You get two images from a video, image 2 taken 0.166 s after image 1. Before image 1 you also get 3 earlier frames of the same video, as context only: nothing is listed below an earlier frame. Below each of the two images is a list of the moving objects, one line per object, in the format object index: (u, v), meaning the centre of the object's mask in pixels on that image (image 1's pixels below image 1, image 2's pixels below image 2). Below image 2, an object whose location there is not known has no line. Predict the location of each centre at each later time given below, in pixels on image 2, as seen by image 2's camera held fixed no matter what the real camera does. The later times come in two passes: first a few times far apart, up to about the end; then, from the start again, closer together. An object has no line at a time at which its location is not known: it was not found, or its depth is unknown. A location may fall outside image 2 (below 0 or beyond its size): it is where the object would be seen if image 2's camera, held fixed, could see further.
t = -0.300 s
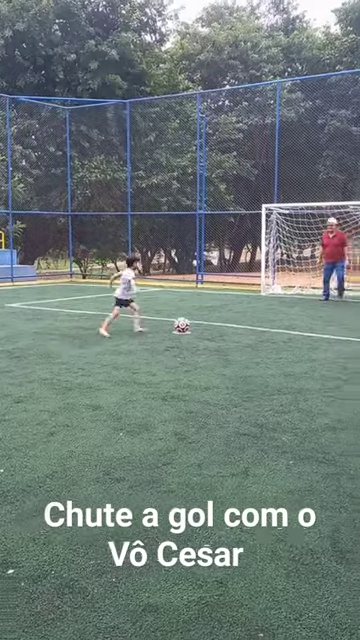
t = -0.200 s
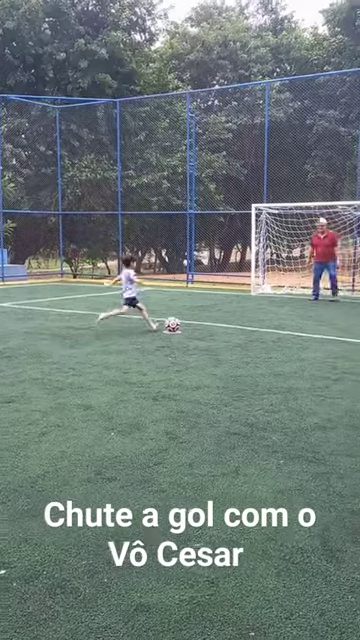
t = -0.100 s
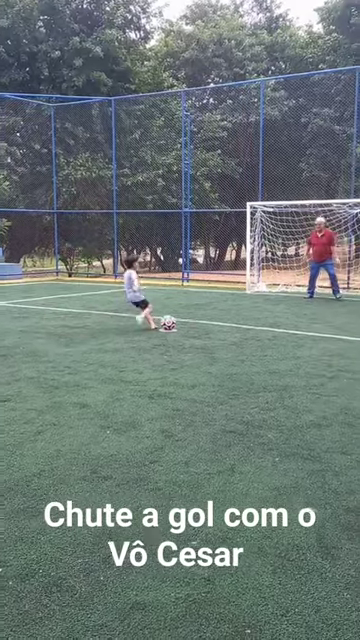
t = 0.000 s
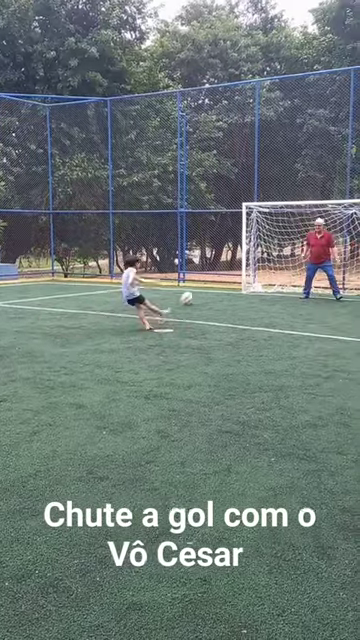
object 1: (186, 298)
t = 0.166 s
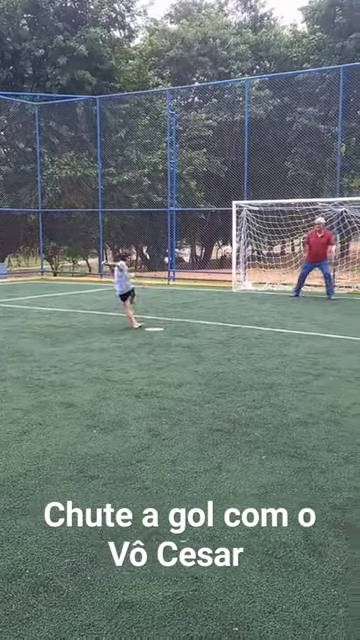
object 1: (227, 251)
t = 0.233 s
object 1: (242, 240)
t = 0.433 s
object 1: (279, 224)
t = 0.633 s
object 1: (297, 225)
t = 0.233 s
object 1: (242, 240)
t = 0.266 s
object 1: (250, 235)
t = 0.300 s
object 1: (256, 231)
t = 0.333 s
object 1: (262, 229)
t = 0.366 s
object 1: (268, 227)
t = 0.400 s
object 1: (274, 225)
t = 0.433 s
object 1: (279, 224)
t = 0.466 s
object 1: (283, 224)
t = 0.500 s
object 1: (288, 224)
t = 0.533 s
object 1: (292, 224)
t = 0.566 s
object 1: (295, 224)
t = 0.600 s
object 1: (297, 222)
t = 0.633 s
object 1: (297, 225)
